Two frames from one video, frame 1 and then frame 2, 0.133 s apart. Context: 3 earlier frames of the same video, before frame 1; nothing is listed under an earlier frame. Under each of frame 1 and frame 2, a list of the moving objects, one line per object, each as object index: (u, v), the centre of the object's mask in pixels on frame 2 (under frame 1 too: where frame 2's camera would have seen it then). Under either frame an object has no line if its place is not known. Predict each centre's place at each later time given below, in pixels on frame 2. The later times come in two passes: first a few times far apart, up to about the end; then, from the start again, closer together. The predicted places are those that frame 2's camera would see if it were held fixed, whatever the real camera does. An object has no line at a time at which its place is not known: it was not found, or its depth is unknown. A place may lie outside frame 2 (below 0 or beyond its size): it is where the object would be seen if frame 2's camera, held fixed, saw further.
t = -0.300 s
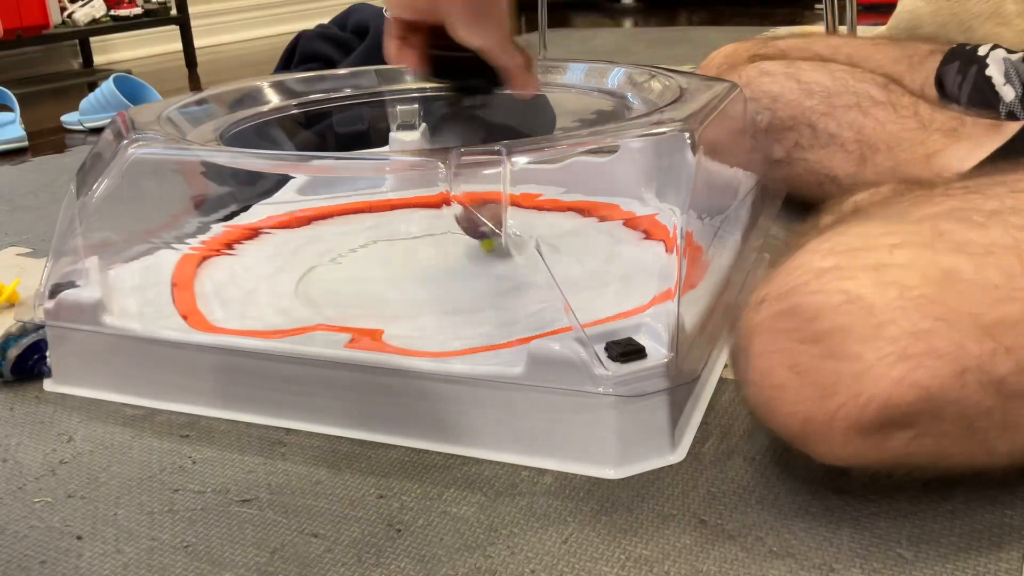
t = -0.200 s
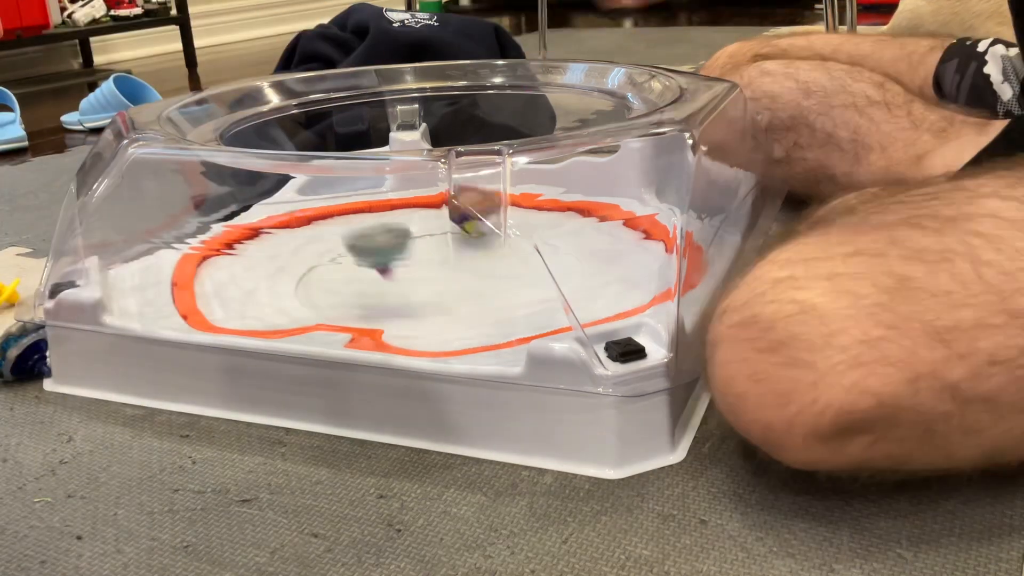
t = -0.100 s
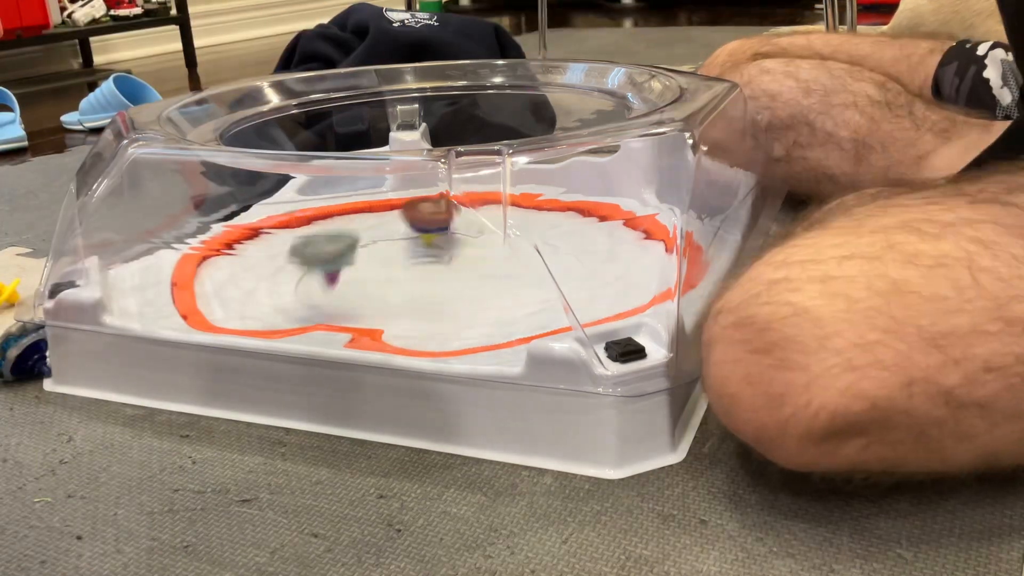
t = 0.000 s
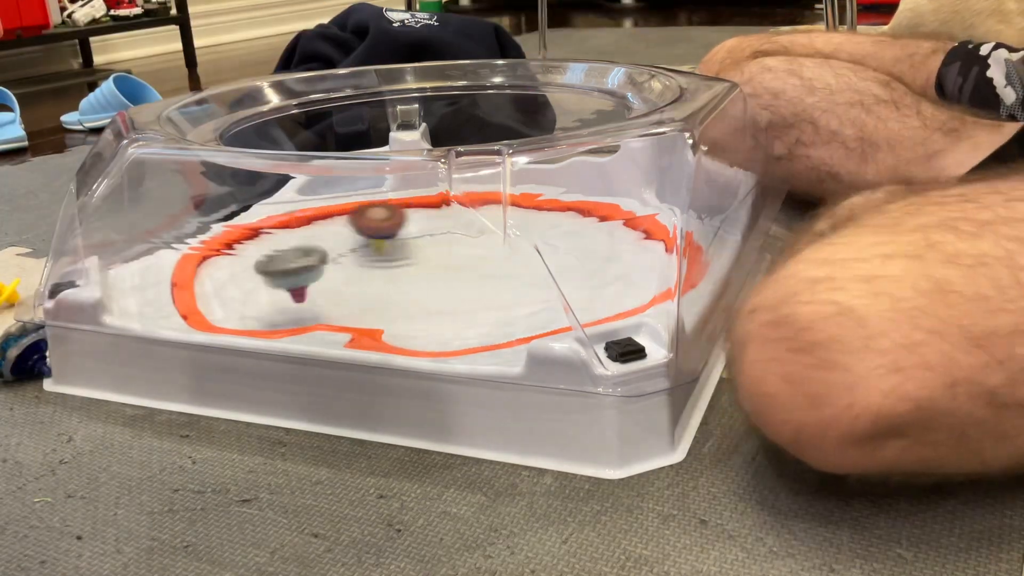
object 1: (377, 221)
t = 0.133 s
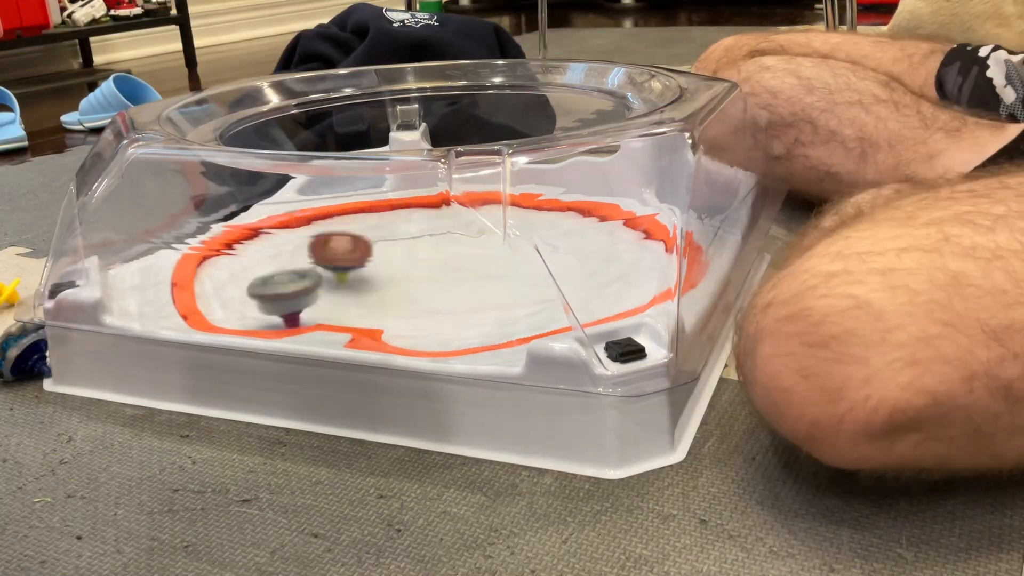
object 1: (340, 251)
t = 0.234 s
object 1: (380, 280)
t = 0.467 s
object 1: (645, 218)
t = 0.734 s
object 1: (688, 191)
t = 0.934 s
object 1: (594, 207)
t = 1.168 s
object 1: (451, 200)
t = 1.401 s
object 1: (284, 216)
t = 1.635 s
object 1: (226, 283)
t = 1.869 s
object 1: (250, 263)
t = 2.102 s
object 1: (233, 230)
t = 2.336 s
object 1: (325, 235)
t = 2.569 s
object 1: (390, 231)
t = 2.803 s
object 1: (375, 234)
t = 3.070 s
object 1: (477, 243)
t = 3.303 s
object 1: (428, 268)
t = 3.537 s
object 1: (357, 287)
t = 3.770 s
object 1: (340, 284)
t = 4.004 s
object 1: (576, 250)
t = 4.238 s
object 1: (605, 238)
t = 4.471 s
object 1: (589, 262)
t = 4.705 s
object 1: (506, 283)
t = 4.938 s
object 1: (424, 282)
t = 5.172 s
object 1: (411, 256)
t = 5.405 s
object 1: (458, 227)
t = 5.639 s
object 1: (522, 225)
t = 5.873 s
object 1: (534, 252)
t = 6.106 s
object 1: (487, 267)
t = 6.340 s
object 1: (480, 231)
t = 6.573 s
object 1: (502, 224)
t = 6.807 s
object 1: (517, 250)
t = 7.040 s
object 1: (417, 286)
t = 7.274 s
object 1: (321, 285)
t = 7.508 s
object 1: (324, 267)
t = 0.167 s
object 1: (346, 261)
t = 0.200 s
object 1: (358, 271)
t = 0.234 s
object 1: (380, 280)
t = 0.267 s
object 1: (419, 282)
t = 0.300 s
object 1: (476, 279)
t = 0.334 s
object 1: (526, 271)
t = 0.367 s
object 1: (577, 252)
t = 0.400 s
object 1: (599, 235)
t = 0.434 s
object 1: (621, 231)
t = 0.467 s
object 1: (645, 218)
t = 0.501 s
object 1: (627, 201)
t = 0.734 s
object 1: (688, 191)
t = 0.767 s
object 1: (664, 261)
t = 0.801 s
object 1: (606, 270)
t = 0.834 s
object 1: (558, 280)
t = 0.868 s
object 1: (564, 264)
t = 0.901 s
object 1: (574, 230)
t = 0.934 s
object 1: (594, 207)
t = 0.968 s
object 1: (611, 199)
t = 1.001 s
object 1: (623, 210)
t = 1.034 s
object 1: (587, 201)
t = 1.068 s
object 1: (550, 198)
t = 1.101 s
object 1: (519, 201)
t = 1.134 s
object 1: (481, 201)
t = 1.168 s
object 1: (451, 200)
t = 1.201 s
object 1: (423, 195)
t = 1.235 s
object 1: (396, 194)
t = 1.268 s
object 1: (371, 197)
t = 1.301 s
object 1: (348, 201)
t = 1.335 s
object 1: (325, 207)
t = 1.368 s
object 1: (305, 212)
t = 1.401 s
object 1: (284, 216)
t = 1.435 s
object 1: (264, 226)
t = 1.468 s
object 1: (241, 233)
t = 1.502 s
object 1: (218, 239)
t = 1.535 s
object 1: (197, 247)
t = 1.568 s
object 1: (196, 250)
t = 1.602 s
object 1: (210, 262)
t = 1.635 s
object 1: (226, 283)
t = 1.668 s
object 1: (241, 287)
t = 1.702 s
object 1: (256, 299)
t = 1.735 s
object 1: (273, 299)
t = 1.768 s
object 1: (289, 297)
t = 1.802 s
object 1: (301, 289)
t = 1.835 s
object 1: (276, 286)
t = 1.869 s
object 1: (250, 263)
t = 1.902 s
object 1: (231, 258)
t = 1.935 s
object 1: (214, 254)
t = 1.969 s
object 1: (201, 243)
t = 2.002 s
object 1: (198, 230)
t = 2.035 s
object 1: (207, 217)
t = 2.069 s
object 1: (218, 217)
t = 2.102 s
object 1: (233, 230)
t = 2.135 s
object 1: (247, 243)
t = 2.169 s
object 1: (258, 225)
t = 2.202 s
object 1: (270, 220)
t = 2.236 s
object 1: (284, 230)
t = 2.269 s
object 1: (301, 244)
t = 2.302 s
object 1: (312, 232)
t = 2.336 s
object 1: (325, 235)
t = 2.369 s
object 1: (343, 247)
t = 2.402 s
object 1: (360, 243)
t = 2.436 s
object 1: (377, 247)
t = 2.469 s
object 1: (395, 247)
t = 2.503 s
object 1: (411, 250)
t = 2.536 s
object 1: (404, 248)
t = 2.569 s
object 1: (390, 231)
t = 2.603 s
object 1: (379, 227)
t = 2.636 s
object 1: (369, 241)
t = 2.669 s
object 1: (365, 238)
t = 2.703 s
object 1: (363, 238)
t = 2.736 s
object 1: (365, 232)
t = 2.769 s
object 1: (369, 235)
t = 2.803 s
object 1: (375, 234)
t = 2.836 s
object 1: (384, 232)
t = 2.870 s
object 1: (396, 235)
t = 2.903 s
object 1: (409, 236)
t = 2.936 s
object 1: (423, 238)
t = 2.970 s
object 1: (435, 240)
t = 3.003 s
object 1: (451, 241)
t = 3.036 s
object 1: (464, 243)
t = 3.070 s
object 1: (477, 243)
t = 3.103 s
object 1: (486, 248)
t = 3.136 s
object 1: (485, 250)
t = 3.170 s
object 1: (474, 253)
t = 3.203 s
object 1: (463, 257)
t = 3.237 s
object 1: (449, 262)
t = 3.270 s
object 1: (438, 265)
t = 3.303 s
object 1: (428, 268)
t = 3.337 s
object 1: (420, 272)
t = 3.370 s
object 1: (408, 278)
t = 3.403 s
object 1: (400, 279)
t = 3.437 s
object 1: (389, 282)
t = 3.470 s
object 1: (380, 284)
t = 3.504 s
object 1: (369, 285)
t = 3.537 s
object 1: (357, 287)
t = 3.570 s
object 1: (346, 288)
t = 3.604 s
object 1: (334, 288)
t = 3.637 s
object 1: (322, 287)
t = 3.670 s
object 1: (311, 288)
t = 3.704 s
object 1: (298, 287)
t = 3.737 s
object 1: (289, 285)
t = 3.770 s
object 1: (340, 284)
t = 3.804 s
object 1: (392, 287)
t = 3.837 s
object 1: (440, 285)
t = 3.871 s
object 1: (480, 279)
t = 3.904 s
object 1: (512, 272)
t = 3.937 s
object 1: (541, 263)
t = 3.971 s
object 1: (566, 254)
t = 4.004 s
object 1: (576, 250)
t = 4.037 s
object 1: (582, 244)
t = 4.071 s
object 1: (587, 241)
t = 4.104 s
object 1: (591, 239)
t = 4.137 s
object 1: (595, 237)
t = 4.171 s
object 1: (599, 238)
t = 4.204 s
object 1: (603, 238)
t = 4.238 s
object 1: (605, 238)
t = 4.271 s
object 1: (608, 240)
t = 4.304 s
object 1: (610, 241)
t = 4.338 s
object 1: (610, 243)
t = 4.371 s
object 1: (607, 247)
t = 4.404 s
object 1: (603, 252)
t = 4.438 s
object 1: (597, 257)
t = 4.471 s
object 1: (589, 262)
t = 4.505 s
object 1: (581, 268)
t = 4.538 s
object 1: (574, 270)
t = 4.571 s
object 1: (560, 271)
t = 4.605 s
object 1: (548, 274)
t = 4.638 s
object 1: (534, 278)
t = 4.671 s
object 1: (520, 281)
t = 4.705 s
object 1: (506, 283)
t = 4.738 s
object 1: (490, 283)
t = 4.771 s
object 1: (476, 288)
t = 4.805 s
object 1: (462, 285)
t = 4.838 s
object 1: (450, 285)
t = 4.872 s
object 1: (440, 284)
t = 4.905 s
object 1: (431, 283)
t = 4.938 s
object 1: (424, 282)
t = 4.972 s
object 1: (418, 280)
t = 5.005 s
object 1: (413, 278)
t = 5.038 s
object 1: (409, 273)
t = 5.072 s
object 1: (407, 268)
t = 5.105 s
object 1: (407, 264)
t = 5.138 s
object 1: (408, 260)
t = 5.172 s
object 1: (411, 256)
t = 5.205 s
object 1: (418, 251)
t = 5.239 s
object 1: (422, 247)
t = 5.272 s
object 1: (427, 243)
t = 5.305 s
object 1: (433, 240)
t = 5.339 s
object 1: (439, 237)
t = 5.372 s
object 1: (450, 231)
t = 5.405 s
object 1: (458, 227)
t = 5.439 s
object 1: (472, 224)
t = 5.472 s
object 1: (475, 223)
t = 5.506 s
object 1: (479, 223)
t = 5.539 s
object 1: (493, 222)
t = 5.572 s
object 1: (505, 222)
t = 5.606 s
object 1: (515, 227)
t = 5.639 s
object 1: (522, 225)
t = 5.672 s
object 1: (526, 232)
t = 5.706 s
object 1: (528, 231)
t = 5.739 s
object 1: (532, 234)
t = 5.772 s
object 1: (534, 237)
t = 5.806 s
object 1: (536, 241)
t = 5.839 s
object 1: (535, 245)
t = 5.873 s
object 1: (534, 252)
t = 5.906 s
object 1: (531, 255)
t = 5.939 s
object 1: (525, 260)
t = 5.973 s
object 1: (518, 264)
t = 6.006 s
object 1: (507, 269)
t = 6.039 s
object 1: (498, 272)
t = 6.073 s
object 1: (490, 269)
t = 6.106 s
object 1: (487, 267)
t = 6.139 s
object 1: (479, 266)
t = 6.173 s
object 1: (471, 264)
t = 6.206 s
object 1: (466, 262)
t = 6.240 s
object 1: (474, 253)
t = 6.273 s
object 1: (477, 246)
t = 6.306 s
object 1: (479, 238)
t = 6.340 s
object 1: (480, 231)
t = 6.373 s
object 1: (481, 229)
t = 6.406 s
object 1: (481, 228)
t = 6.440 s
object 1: (483, 226)
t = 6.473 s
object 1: (483, 225)
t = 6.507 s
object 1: (493, 224)
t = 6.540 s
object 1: (499, 225)
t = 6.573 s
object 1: (502, 224)
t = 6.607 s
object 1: (506, 226)
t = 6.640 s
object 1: (508, 228)
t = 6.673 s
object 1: (513, 233)
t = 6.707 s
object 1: (517, 239)
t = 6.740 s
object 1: (519, 241)
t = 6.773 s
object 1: (518, 244)
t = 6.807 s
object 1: (517, 250)
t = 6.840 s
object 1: (510, 252)
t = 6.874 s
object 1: (499, 260)
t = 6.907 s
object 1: (484, 267)
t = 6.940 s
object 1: (471, 270)
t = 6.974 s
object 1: (455, 280)
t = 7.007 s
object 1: (436, 283)
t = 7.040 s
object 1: (417, 286)
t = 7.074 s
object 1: (404, 287)
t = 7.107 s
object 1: (385, 288)
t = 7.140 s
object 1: (367, 291)
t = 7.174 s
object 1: (353, 289)
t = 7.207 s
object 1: (339, 290)
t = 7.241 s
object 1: (328, 286)
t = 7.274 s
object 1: (321, 285)
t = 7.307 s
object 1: (314, 283)
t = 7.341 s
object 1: (309, 282)
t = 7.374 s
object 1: (308, 283)
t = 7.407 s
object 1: (308, 279)
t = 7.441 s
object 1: (311, 273)
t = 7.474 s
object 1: (318, 270)
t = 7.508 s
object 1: (324, 267)
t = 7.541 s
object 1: (331, 265)
